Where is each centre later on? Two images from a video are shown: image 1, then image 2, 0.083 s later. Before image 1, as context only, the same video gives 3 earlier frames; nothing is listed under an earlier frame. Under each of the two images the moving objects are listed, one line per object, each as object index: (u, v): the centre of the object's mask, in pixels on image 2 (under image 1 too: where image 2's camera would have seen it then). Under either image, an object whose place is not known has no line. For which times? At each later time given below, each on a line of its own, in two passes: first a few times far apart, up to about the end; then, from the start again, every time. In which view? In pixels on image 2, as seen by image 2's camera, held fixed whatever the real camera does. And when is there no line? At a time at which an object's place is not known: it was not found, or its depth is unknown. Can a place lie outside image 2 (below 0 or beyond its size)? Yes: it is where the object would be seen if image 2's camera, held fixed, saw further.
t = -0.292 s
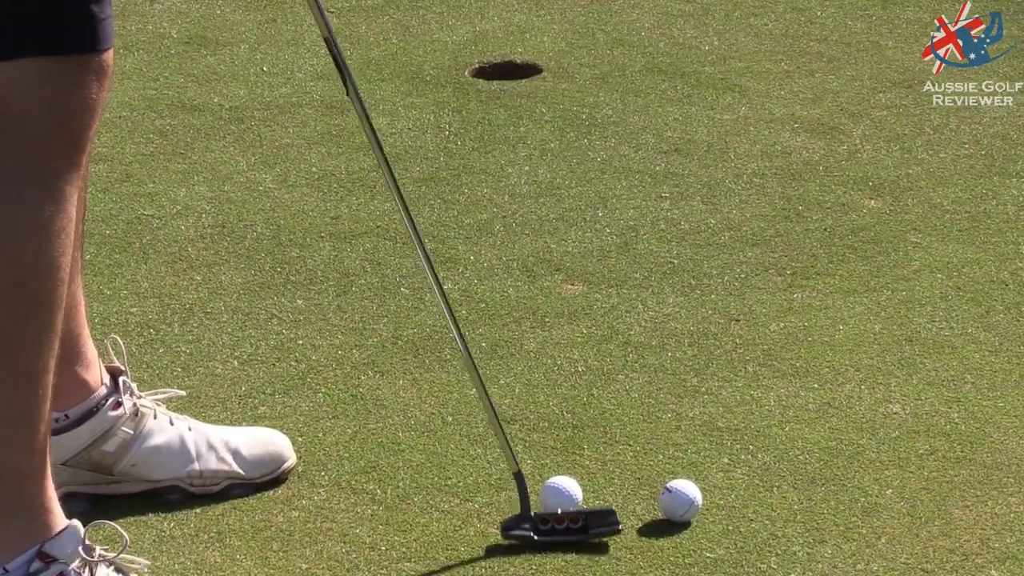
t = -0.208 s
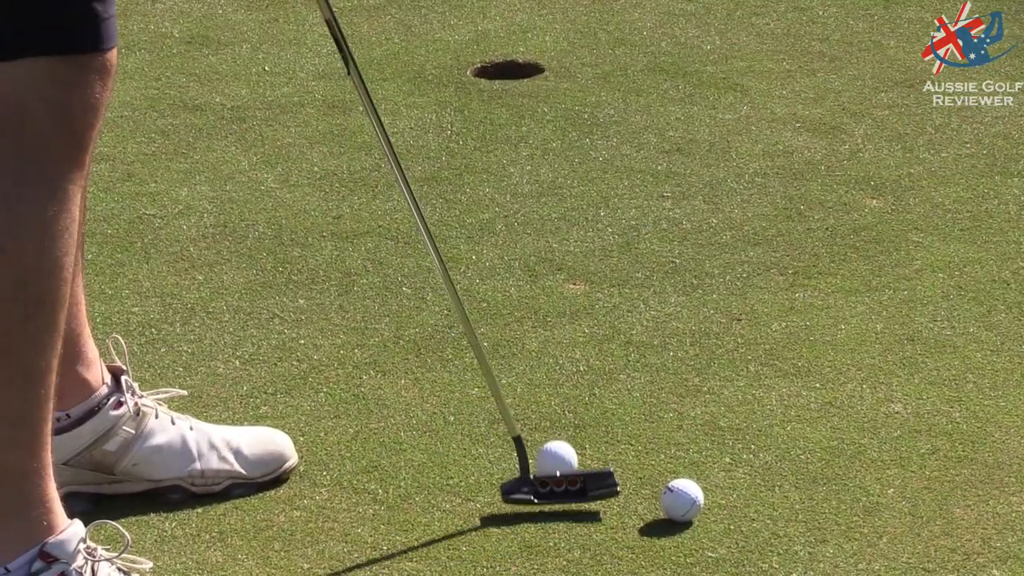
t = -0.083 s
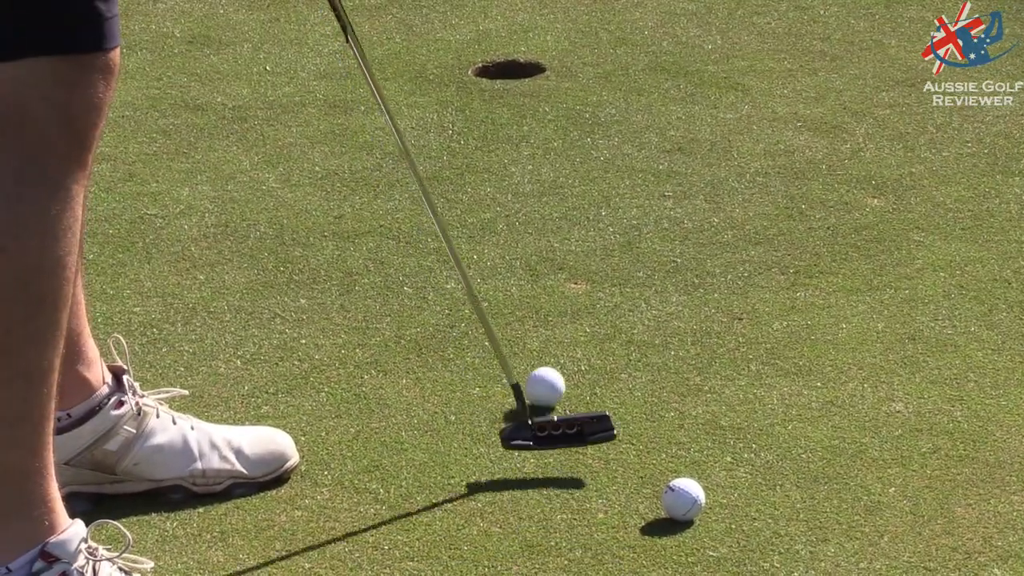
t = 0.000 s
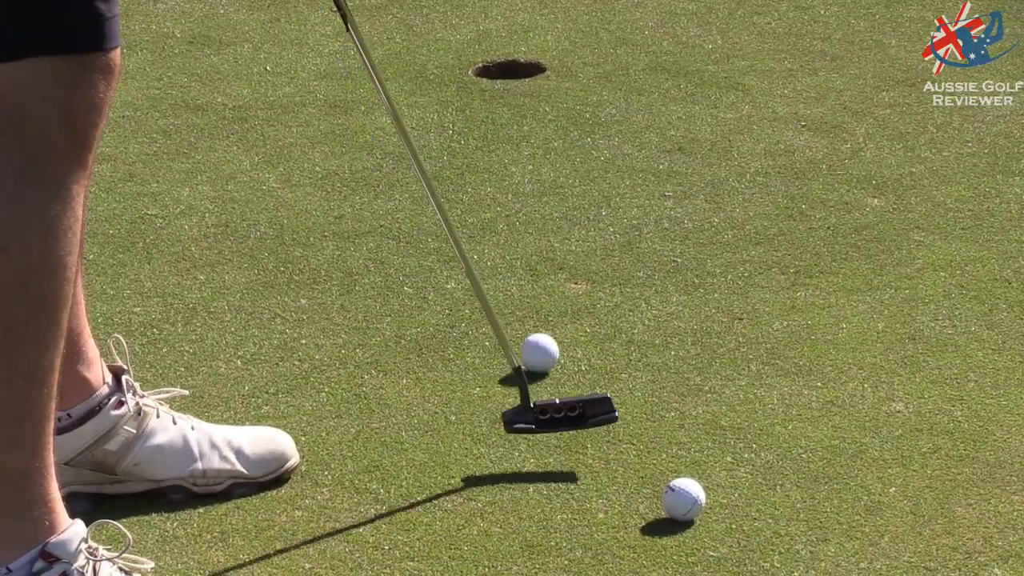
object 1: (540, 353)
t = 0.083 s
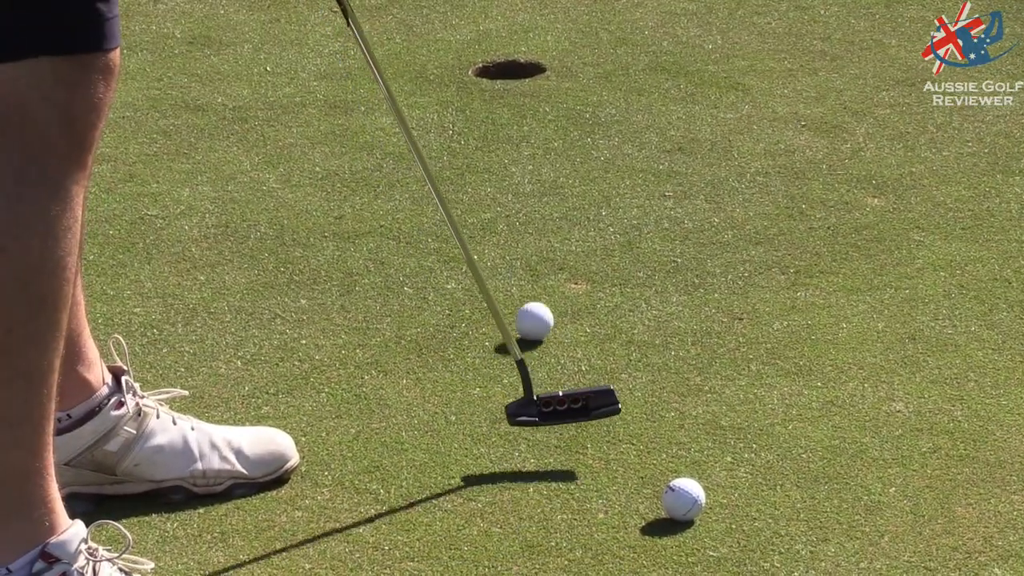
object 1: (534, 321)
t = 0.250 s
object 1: (526, 266)
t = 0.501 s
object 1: (511, 192)
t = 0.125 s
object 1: (531, 307)
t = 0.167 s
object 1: (530, 292)
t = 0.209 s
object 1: (528, 278)
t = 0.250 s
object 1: (526, 266)
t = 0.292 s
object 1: (523, 247)
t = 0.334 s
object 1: (520, 235)
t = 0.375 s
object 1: (517, 223)
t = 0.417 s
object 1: (515, 213)
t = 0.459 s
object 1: (513, 202)
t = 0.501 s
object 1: (511, 192)
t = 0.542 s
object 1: (509, 182)
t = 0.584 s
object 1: (508, 173)
